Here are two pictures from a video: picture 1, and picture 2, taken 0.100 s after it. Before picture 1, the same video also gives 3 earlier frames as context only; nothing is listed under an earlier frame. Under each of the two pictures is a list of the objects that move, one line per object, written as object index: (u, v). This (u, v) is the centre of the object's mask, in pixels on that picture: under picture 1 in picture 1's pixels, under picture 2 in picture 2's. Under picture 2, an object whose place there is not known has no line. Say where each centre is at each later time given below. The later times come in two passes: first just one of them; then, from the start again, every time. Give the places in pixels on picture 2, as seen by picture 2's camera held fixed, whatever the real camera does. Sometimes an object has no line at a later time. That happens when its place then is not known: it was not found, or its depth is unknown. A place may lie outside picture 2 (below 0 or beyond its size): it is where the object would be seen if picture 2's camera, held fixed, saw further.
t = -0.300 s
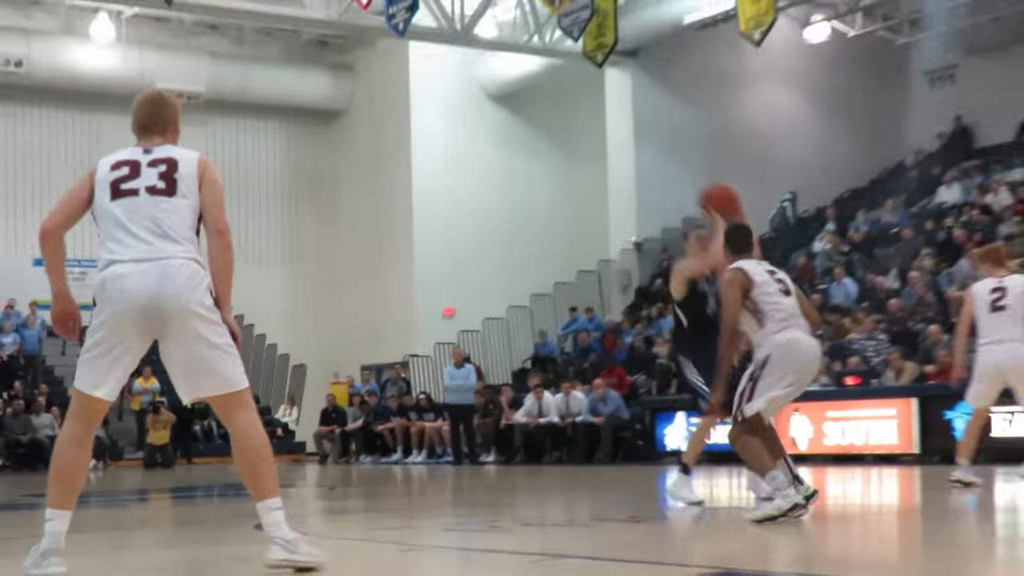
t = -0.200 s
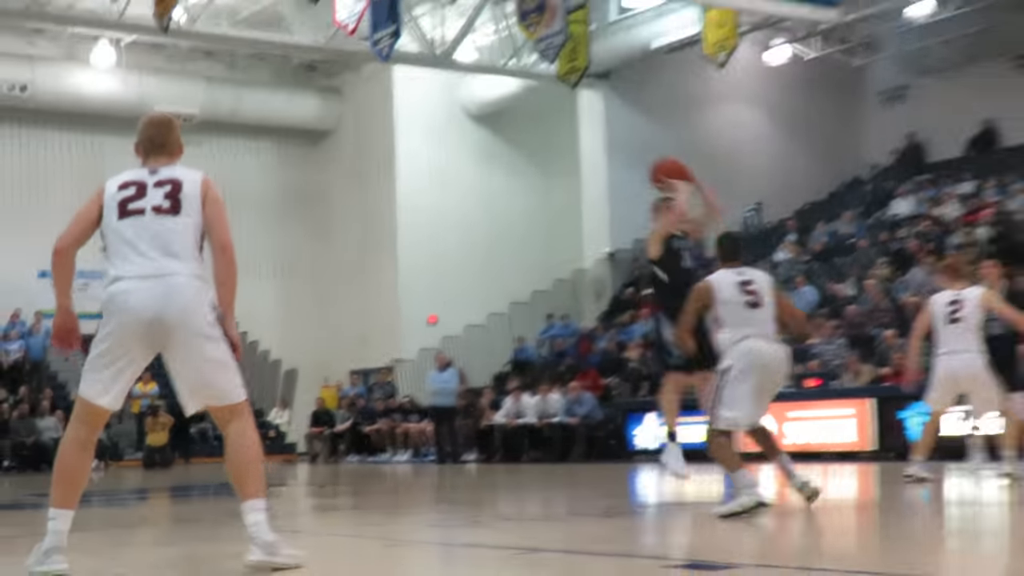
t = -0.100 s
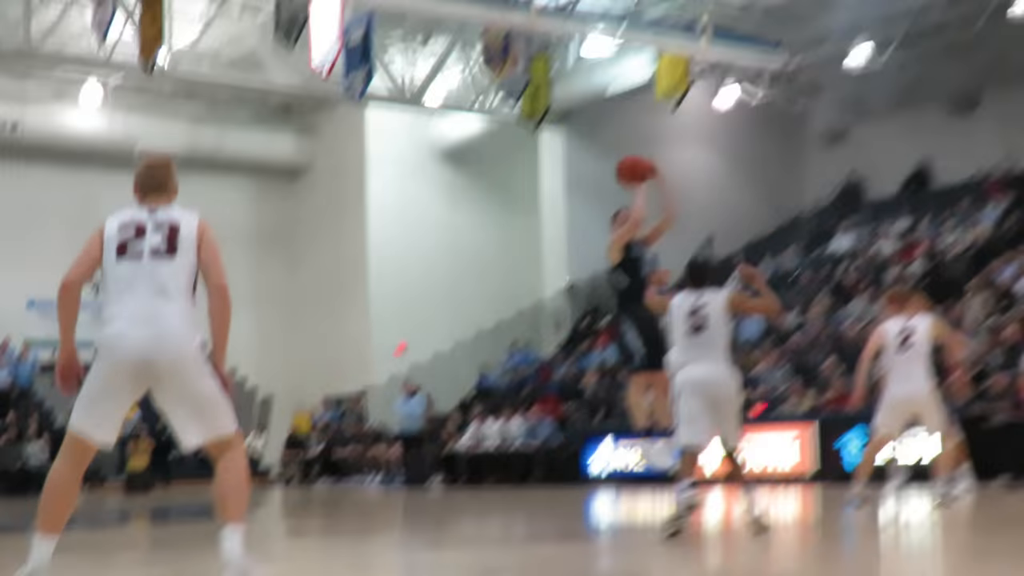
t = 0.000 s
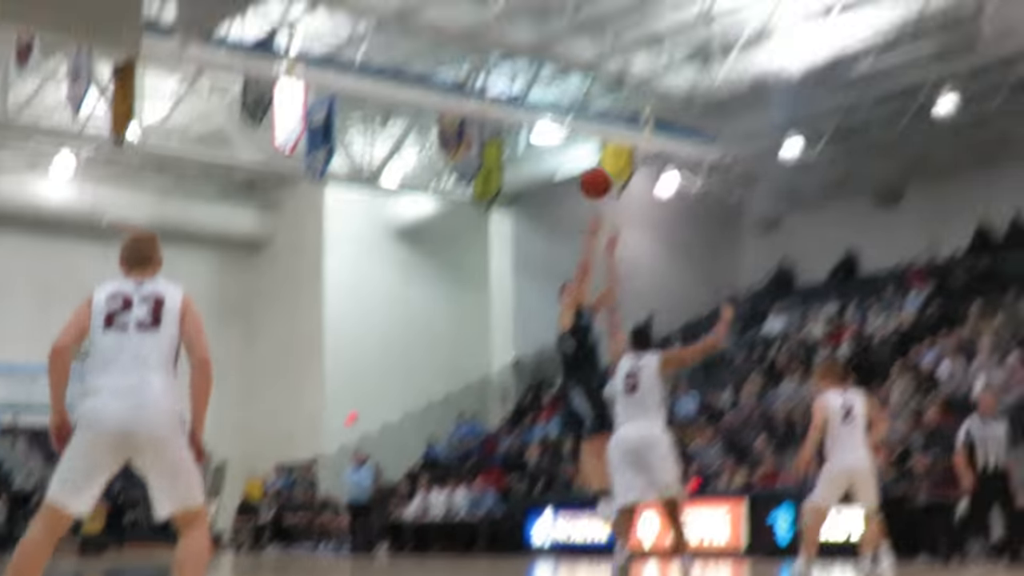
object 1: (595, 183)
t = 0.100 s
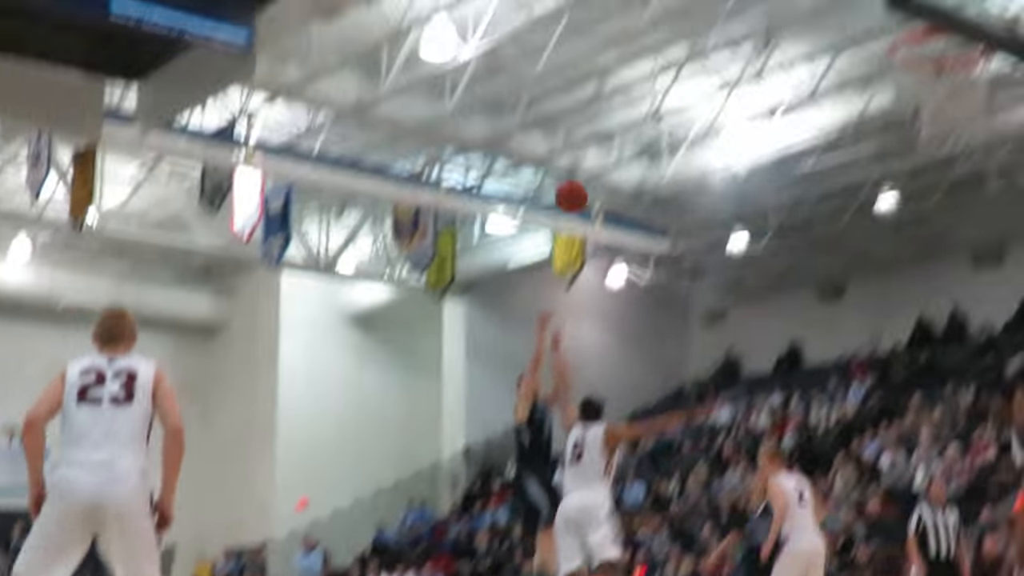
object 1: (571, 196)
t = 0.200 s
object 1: (598, 126)
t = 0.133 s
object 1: (580, 171)
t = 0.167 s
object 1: (589, 148)
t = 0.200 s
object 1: (598, 126)
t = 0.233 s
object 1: (607, 105)
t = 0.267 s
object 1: (617, 86)
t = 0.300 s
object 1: (626, 68)
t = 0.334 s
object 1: (636, 50)
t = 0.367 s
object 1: (646, 34)
